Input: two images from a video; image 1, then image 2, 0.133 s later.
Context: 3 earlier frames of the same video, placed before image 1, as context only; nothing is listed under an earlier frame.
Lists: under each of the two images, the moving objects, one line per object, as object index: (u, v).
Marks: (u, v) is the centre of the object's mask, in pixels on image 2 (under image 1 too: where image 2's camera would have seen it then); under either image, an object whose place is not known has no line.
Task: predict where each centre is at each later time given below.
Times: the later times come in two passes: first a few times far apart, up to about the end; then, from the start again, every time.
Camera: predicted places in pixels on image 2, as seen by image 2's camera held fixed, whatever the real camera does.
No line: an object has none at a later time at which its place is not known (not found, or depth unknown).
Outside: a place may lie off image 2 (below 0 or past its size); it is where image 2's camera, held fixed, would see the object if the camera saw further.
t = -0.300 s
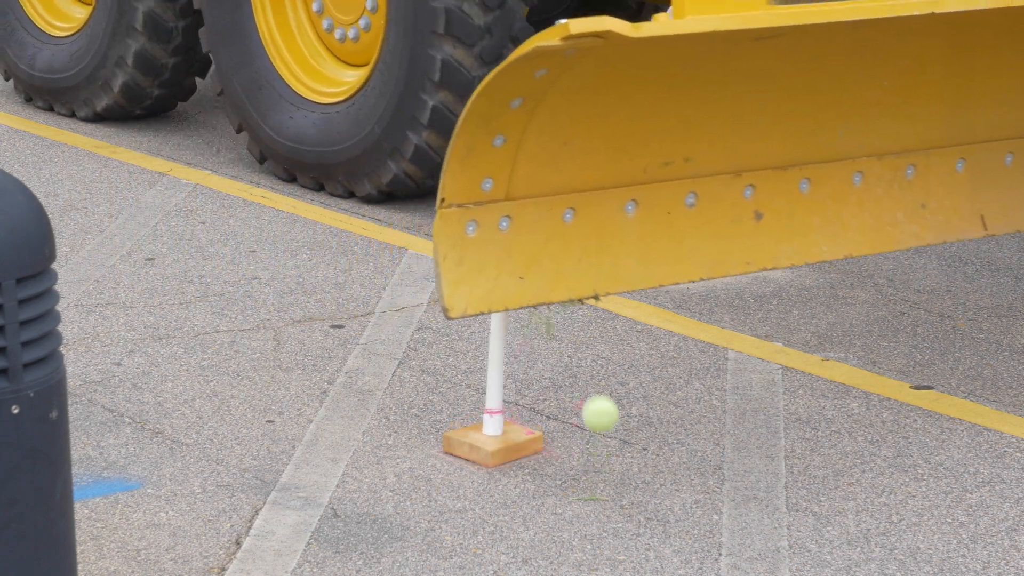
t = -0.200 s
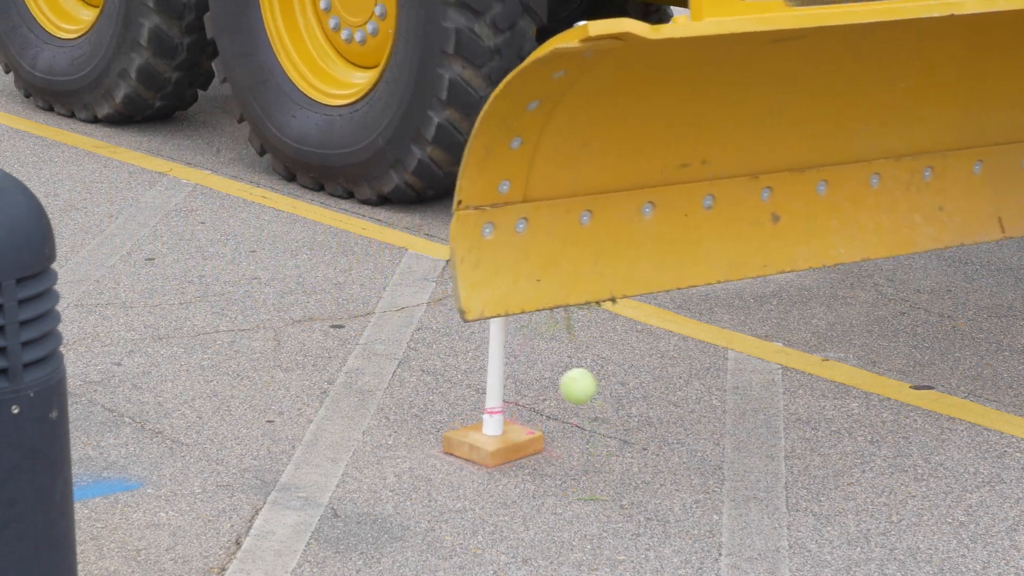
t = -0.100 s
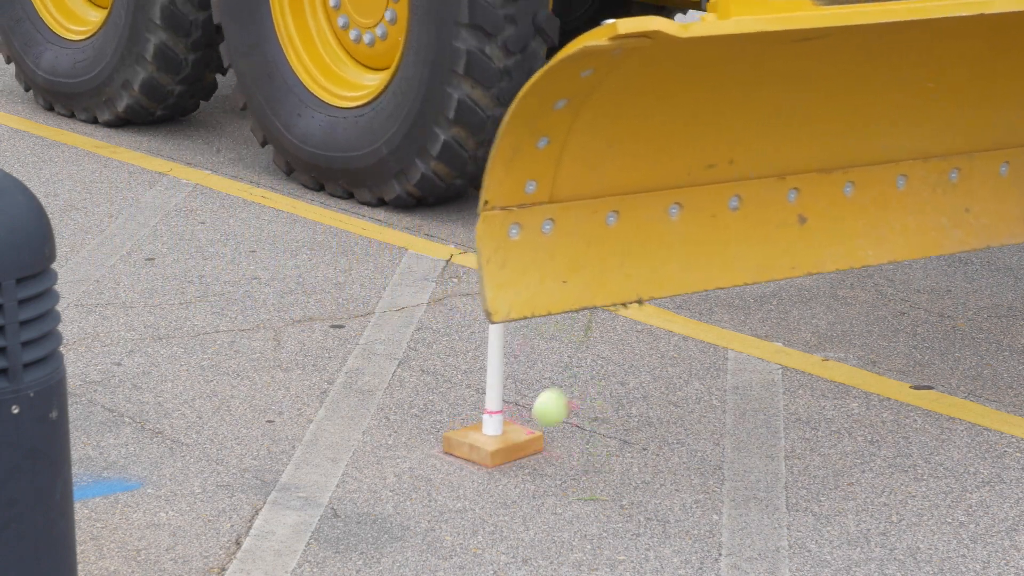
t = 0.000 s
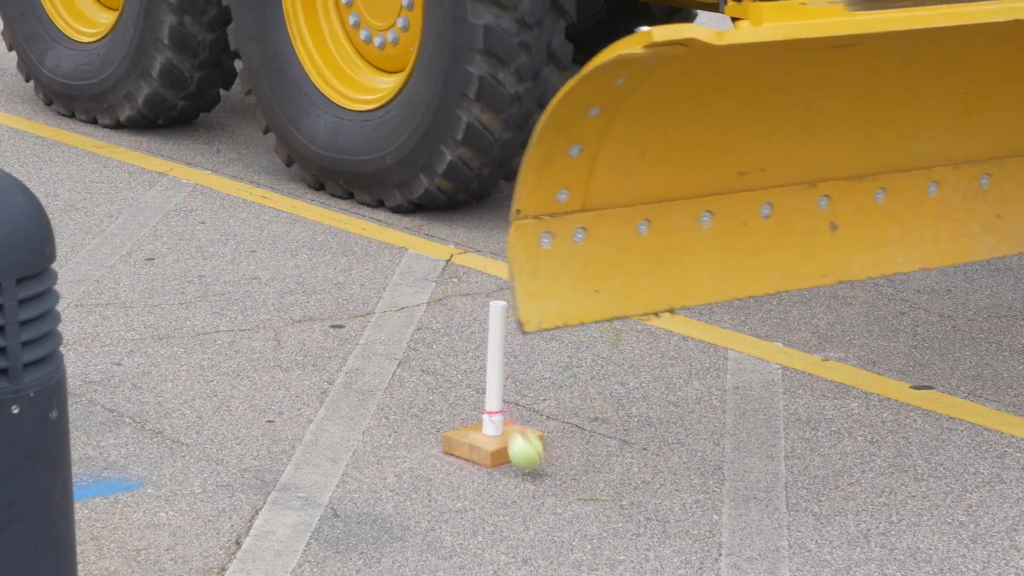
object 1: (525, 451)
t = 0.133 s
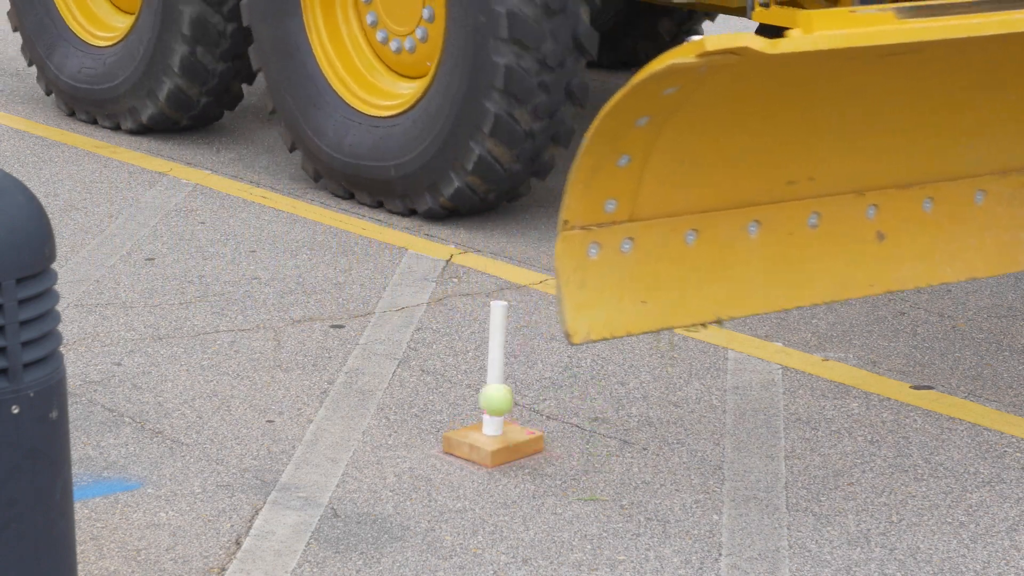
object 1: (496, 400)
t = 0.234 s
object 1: (474, 415)
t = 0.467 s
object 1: (425, 441)
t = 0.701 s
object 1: (386, 432)
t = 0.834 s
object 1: (390, 430)
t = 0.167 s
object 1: (489, 399)
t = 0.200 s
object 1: (481, 405)
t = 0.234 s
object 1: (474, 415)
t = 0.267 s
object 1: (466, 424)
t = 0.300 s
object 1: (458, 414)
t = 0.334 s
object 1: (452, 410)
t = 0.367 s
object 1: (445, 410)
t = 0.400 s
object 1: (439, 416)
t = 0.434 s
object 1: (431, 426)
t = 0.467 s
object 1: (425, 441)
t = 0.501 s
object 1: (417, 428)
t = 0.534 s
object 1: (411, 421)
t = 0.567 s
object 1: (404, 418)
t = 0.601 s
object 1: (398, 420)
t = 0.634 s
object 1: (391, 427)
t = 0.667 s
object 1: (386, 434)
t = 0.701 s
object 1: (386, 432)
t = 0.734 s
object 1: (387, 433)
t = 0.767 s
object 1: (389, 432)
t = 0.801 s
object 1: (390, 431)
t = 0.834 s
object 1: (390, 430)
